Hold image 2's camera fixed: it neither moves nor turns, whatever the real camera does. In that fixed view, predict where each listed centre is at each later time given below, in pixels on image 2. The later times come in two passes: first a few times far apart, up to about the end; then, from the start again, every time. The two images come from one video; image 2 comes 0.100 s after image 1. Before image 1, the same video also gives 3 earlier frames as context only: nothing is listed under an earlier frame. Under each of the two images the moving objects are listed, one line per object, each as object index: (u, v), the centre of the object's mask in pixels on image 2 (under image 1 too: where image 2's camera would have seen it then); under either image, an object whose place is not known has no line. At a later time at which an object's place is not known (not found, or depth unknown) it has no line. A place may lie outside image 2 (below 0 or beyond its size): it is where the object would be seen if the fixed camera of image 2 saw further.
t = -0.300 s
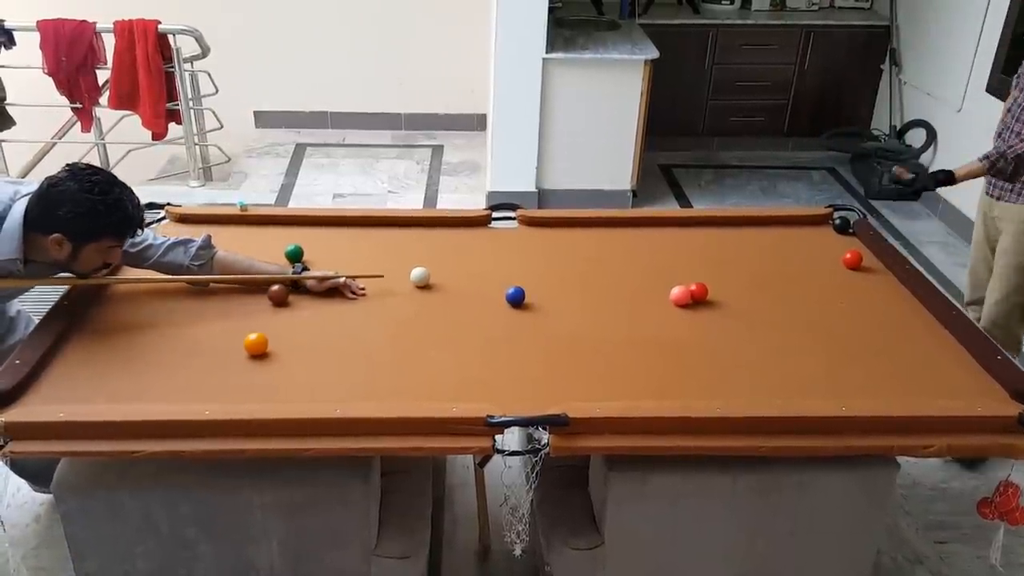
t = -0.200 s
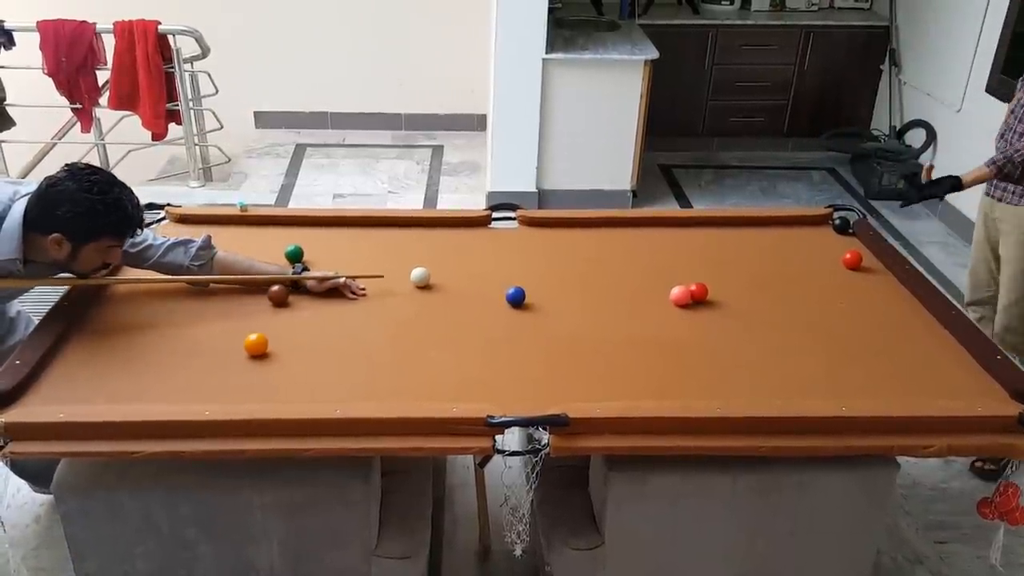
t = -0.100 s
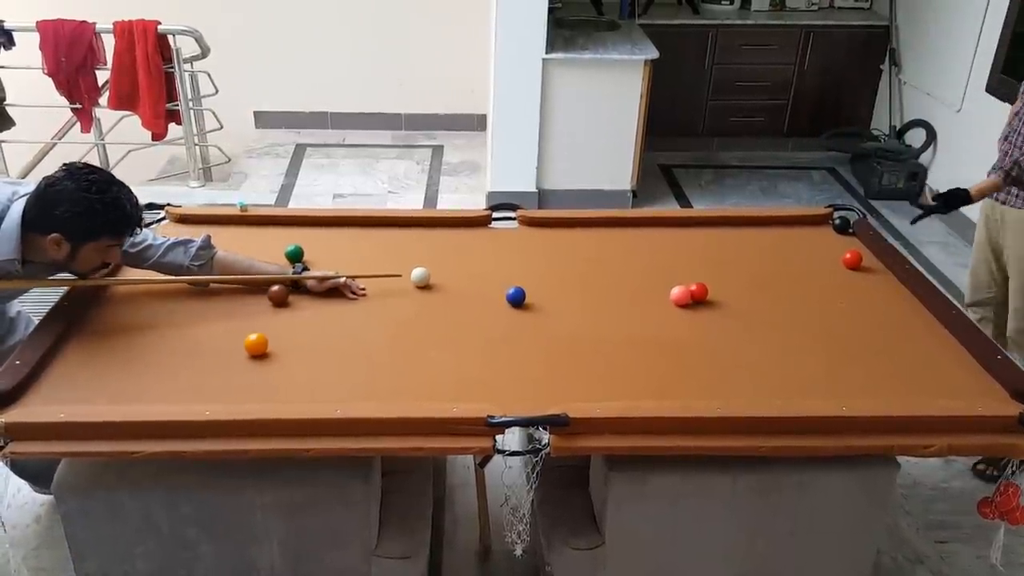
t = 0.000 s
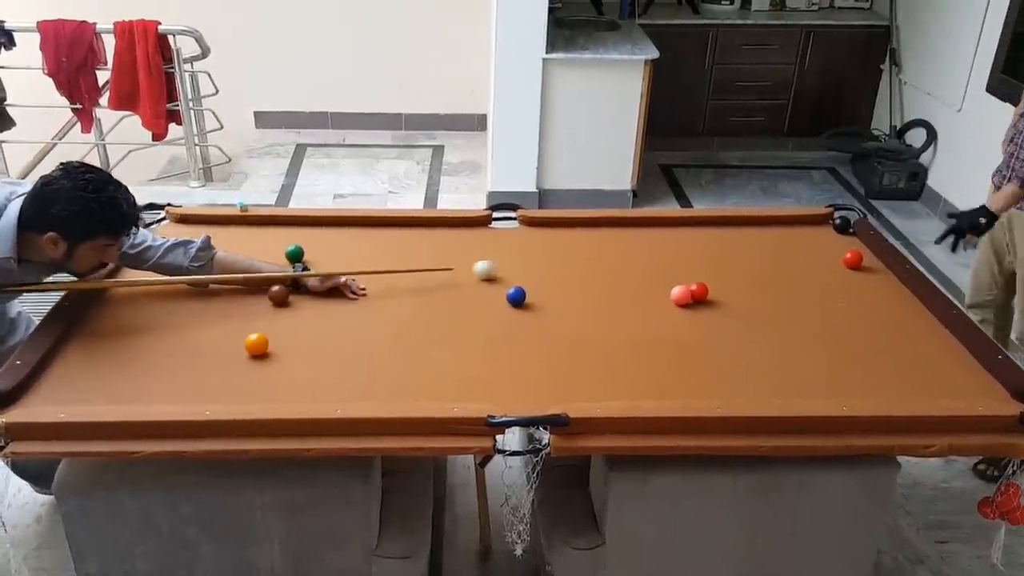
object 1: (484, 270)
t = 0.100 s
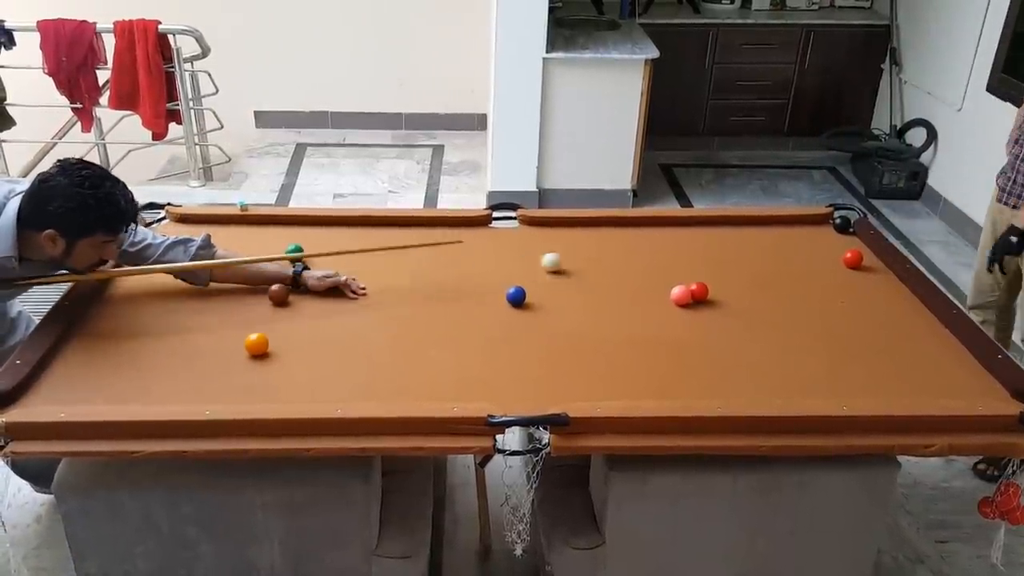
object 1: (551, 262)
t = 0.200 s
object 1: (616, 255)
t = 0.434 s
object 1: (756, 239)
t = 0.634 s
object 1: (845, 232)
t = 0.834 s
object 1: (810, 240)
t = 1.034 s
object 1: (785, 245)
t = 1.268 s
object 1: (755, 250)
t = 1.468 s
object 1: (731, 254)
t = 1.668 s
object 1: (707, 259)
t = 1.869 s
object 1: (684, 262)
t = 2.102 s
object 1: (659, 266)
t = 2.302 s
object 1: (638, 269)
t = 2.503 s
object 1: (619, 271)
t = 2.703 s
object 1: (602, 274)
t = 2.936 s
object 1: (584, 276)
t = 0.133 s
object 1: (573, 260)
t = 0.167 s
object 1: (594, 258)
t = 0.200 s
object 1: (616, 255)
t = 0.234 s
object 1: (636, 253)
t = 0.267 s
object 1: (656, 250)
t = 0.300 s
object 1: (677, 249)
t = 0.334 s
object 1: (697, 246)
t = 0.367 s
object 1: (716, 244)
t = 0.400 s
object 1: (736, 242)
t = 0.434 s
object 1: (756, 239)
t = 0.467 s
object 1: (774, 237)
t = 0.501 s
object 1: (792, 235)
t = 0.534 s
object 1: (810, 233)
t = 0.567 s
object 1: (828, 231)
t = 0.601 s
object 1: (845, 231)
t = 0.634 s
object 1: (845, 232)
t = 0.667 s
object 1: (839, 235)
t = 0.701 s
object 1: (830, 236)
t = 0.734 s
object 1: (824, 238)
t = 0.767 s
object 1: (819, 239)
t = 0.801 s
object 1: (814, 239)
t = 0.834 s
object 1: (810, 240)
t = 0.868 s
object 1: (806, 241)
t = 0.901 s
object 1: (802, 242)
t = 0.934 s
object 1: (797, 243)
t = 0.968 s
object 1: (793, 243)
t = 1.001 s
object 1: (789, 244)
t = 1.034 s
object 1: (785, 245)
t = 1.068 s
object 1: (780, 246)
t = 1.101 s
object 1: (776, 246)
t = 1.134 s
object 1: (772, 247)
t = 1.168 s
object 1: (768, 248)
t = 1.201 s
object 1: (763, 249)
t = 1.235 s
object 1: (759, 250)
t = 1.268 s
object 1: (755, 250)
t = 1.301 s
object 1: (751, 251)
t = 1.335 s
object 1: (747, 252)
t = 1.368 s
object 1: (743, 252)
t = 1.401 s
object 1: (739, 253)
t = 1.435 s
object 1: (735, 254)
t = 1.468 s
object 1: (731, 254)
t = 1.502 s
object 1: (727, 255)
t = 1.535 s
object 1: (723, 256)
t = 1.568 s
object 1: (719, 257)
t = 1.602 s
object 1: (715, 257)
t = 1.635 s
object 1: (711, 258)
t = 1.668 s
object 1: (707, 259)
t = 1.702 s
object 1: (703, 259)
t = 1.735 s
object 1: (700, 260)
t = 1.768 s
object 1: (696, 261)
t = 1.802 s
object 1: (692, 261)
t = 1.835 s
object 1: (688, 262)
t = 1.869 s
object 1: (684, 262)
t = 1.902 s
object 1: (680, 263)
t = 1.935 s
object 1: (677, 263)
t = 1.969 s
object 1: (673, 264)
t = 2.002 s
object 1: (669, 264)
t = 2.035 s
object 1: (665, 265)
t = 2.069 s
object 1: (662, 265)
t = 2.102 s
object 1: (659, 266)
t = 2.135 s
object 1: (655, 266)
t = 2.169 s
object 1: (652, 267)
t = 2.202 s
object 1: (648, 267)
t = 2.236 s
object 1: (645, 268)
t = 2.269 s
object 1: (641, 268)
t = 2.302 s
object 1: (638, 269)
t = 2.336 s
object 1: (635, 269)
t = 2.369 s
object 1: (632, 270)
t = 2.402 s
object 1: (628, 270)
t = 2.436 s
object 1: (625, 270)
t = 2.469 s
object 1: (622, 271)
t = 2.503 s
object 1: (619, 271)
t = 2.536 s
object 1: (616, 272)
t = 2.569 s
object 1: (613, 272)
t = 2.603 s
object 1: (610, 273)
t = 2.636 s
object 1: (607, 273)
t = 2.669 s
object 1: (604, 273)
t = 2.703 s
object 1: (602, 274)
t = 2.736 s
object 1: (599, 274)
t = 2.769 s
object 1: (596, 274)
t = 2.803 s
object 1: (593, 275)
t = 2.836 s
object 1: (591, 275)
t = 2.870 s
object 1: (588, 275)
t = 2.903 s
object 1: (586, 276)
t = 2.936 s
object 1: (584, 276)
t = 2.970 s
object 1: (581, 276)
